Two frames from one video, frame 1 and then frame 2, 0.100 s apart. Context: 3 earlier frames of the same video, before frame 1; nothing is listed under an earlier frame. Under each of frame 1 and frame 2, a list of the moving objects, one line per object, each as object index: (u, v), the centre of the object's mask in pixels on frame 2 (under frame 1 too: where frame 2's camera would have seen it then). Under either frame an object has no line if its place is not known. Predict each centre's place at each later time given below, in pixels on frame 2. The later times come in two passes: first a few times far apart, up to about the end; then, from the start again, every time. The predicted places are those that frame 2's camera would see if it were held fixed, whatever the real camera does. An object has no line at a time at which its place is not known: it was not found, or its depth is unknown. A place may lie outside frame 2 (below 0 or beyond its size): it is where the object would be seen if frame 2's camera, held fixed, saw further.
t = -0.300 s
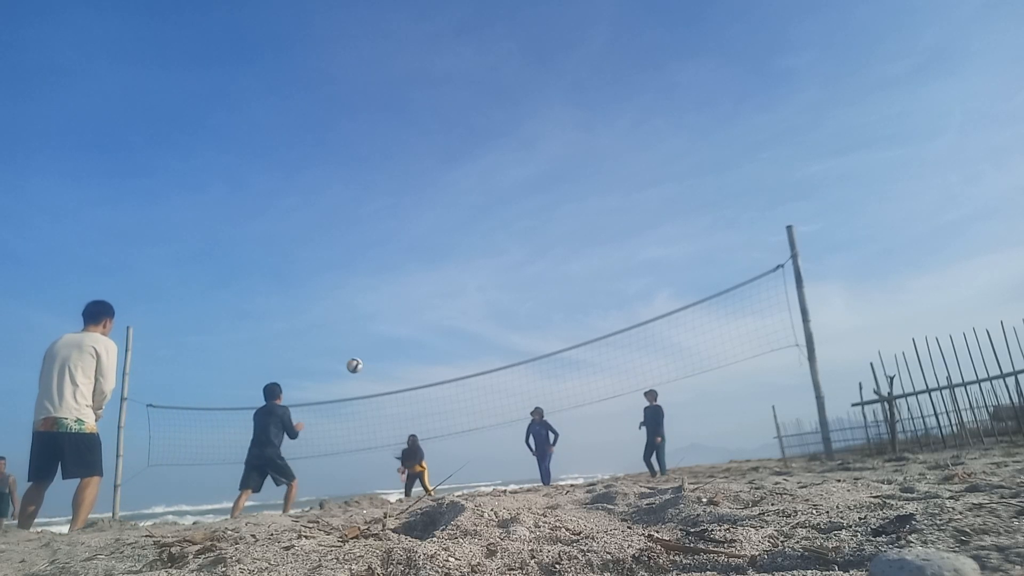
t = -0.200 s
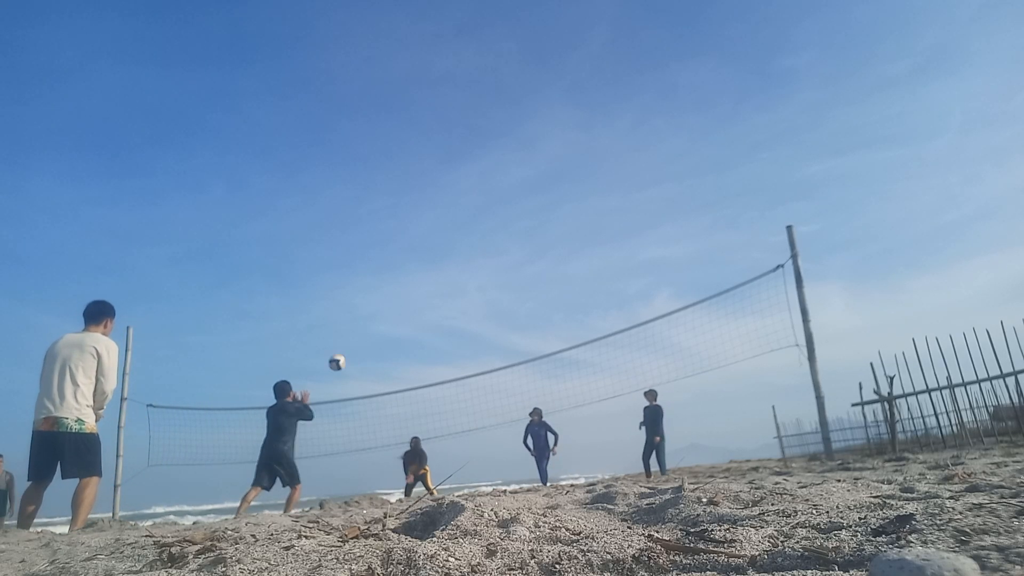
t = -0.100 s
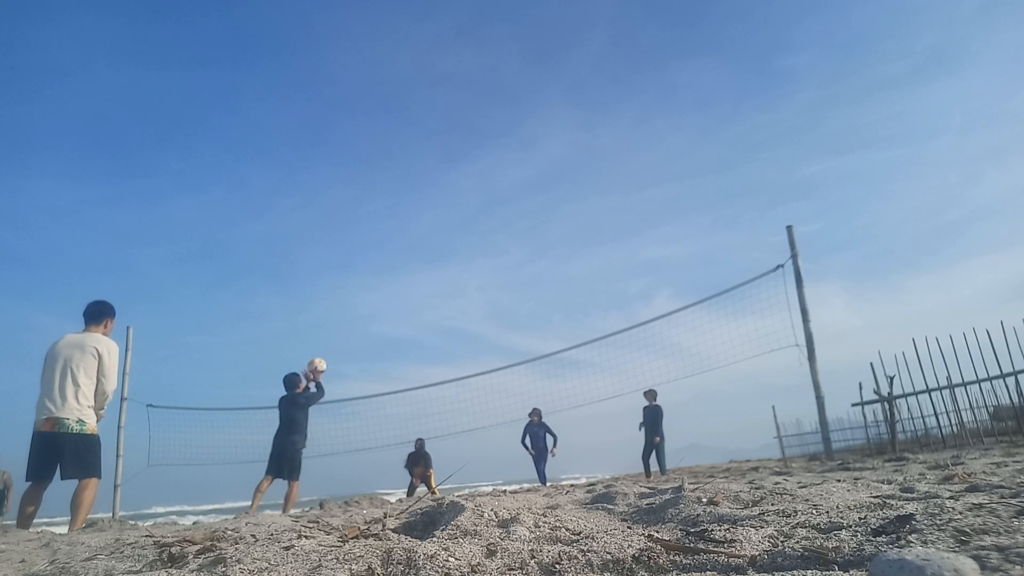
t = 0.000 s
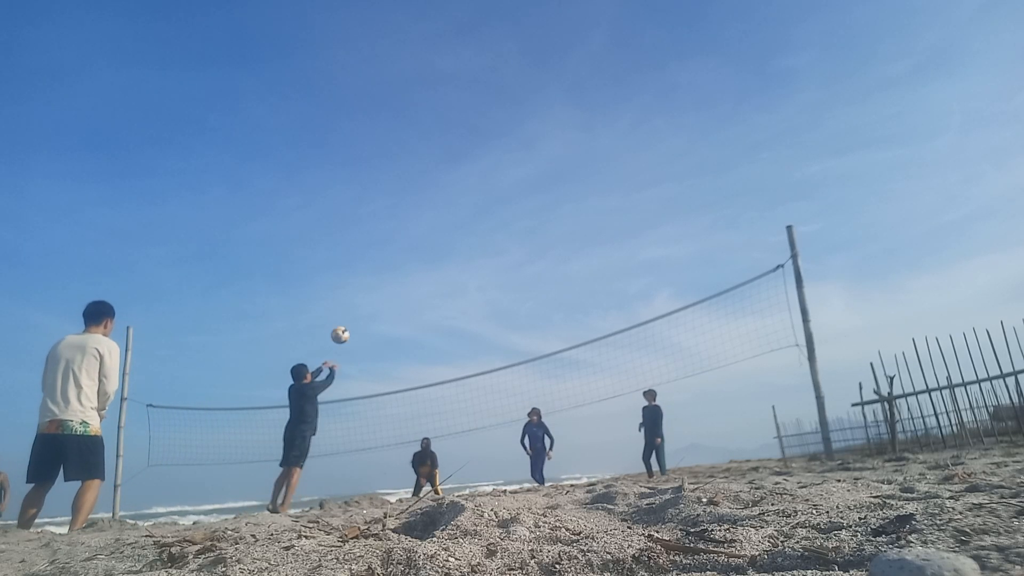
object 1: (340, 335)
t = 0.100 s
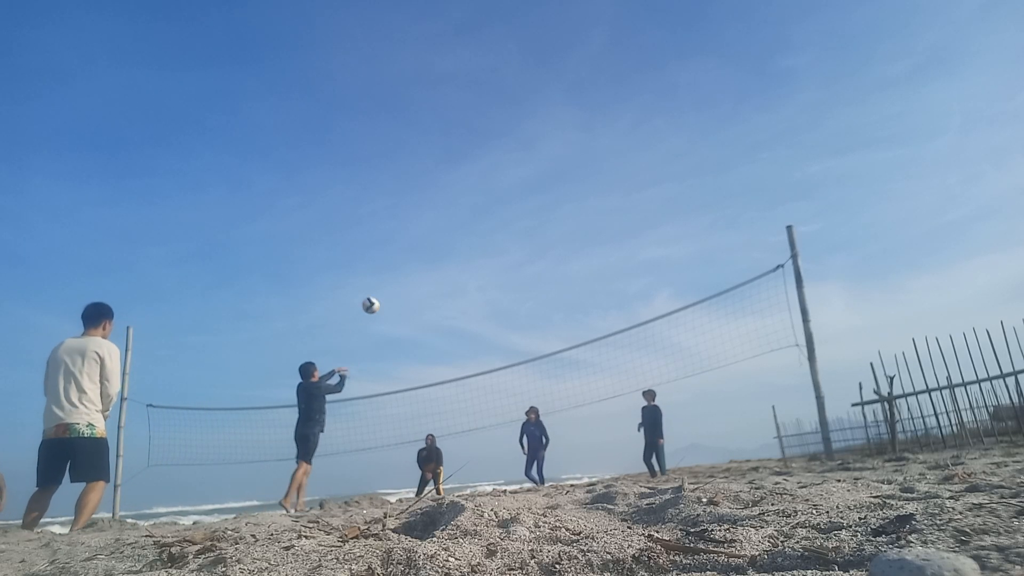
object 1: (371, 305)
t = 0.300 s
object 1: (427, 272)
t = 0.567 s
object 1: (493, 274)
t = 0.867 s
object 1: (563, 329)
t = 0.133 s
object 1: (380, 297)
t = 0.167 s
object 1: (390, 290)
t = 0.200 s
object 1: (400, 285)
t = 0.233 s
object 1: (409, 280)
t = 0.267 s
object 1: (418, 276)
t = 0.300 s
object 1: (427, 272)
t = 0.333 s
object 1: (435, 270)
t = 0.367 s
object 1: (444, 268)
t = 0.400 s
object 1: (453, 267)
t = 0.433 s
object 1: (461, 267)
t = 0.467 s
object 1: (469, 268)
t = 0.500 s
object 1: (477, 269)
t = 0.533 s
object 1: (485, 271)
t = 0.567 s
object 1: (493, 274)
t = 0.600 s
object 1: (501, 277)
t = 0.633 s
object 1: (509, 281)
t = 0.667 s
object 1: (517, 286)
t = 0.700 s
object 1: (525, 292)
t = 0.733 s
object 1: (532, 298)
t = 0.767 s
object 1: (540, 305)
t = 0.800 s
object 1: (548, 312)
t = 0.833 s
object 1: (555, 320)
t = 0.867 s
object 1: (563, 329)
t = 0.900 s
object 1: (570, 338)
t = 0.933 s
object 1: (578, 348)
